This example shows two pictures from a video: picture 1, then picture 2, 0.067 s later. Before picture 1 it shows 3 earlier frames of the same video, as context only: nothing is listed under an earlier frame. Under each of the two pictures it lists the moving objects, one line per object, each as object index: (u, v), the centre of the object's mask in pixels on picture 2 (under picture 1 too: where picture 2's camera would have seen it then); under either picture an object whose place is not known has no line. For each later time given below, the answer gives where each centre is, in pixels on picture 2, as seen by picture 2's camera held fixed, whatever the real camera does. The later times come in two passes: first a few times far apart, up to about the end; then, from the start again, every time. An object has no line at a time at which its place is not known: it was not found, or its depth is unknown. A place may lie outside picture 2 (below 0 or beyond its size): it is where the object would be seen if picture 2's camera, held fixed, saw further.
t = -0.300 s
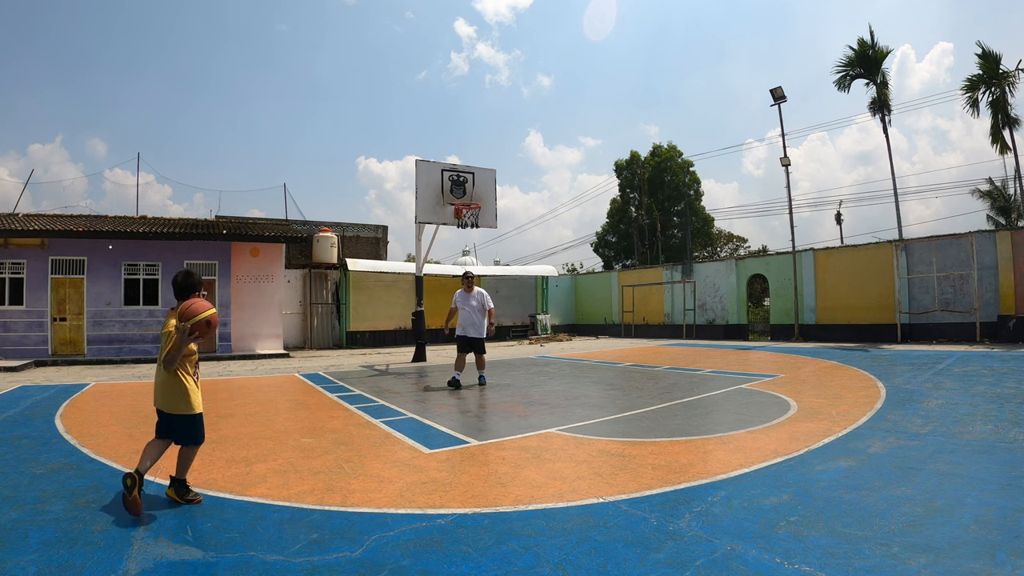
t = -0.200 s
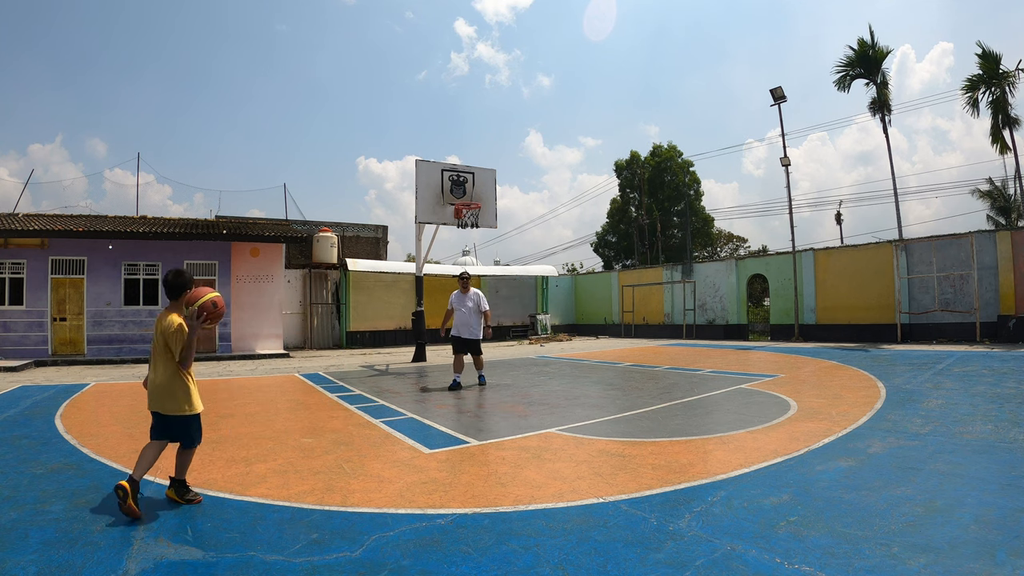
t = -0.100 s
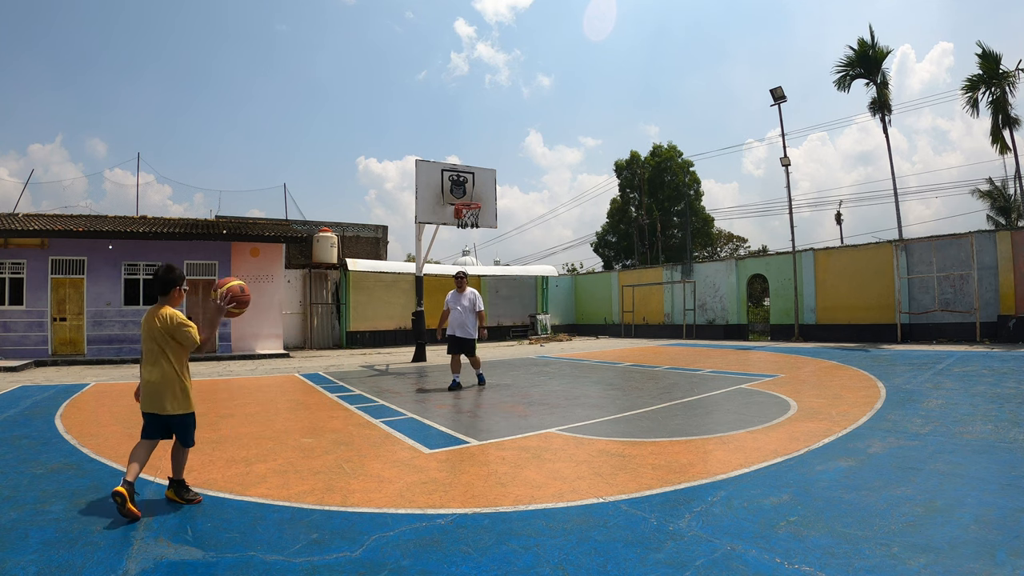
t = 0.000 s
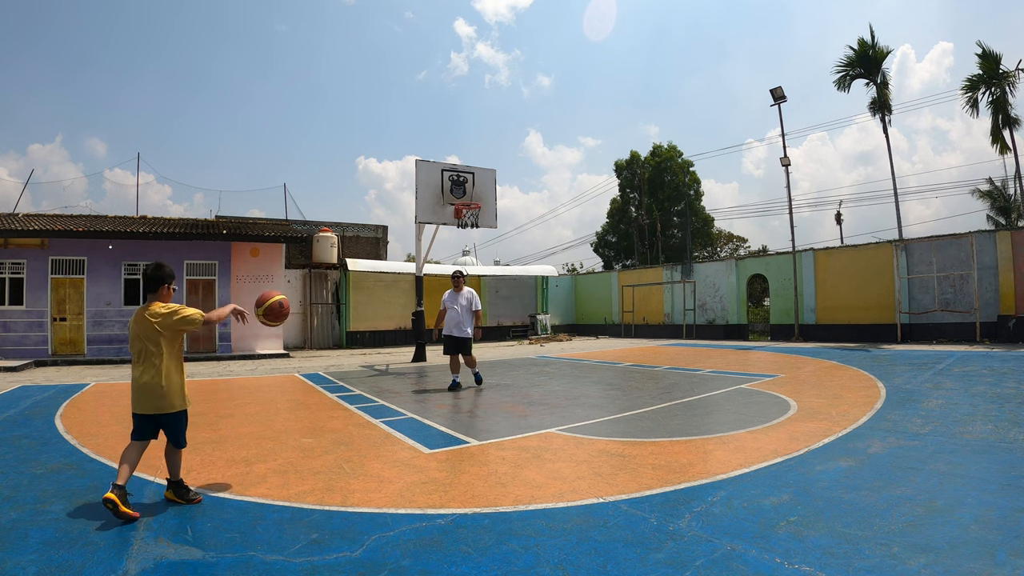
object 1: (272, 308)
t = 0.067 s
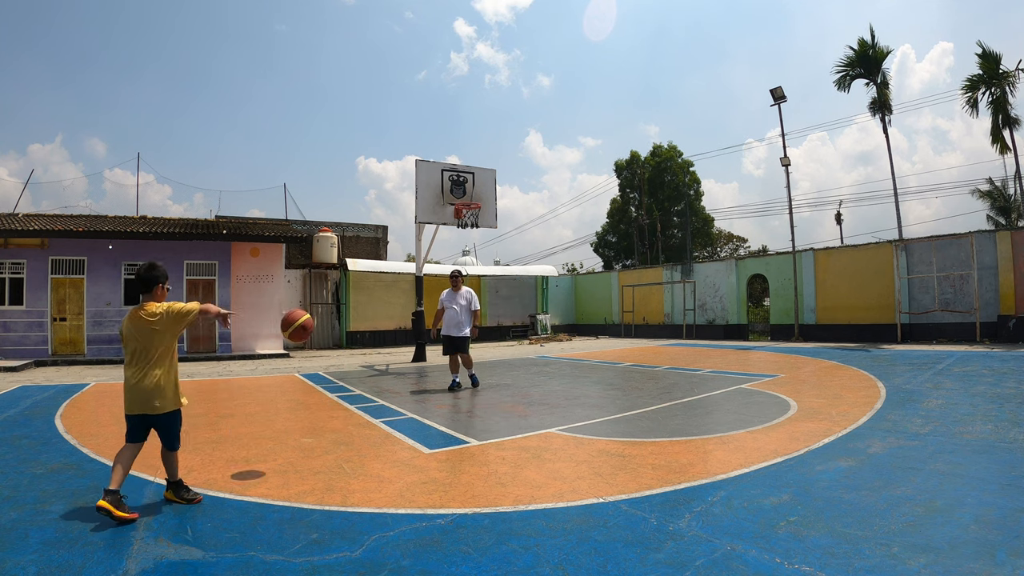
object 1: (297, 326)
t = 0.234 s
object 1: (347, 382)
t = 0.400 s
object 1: (377, 393)
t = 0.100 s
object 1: (308, 336)
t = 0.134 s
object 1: (319, 346)
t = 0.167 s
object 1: (329, 358)
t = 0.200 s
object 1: (338, 370)
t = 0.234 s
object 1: (347, 382)
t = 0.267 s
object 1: (356, 395)
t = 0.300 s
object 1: (364, 408)
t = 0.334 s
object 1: (372, 422)
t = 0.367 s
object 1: (375, 409)
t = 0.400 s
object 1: (377, 393)
